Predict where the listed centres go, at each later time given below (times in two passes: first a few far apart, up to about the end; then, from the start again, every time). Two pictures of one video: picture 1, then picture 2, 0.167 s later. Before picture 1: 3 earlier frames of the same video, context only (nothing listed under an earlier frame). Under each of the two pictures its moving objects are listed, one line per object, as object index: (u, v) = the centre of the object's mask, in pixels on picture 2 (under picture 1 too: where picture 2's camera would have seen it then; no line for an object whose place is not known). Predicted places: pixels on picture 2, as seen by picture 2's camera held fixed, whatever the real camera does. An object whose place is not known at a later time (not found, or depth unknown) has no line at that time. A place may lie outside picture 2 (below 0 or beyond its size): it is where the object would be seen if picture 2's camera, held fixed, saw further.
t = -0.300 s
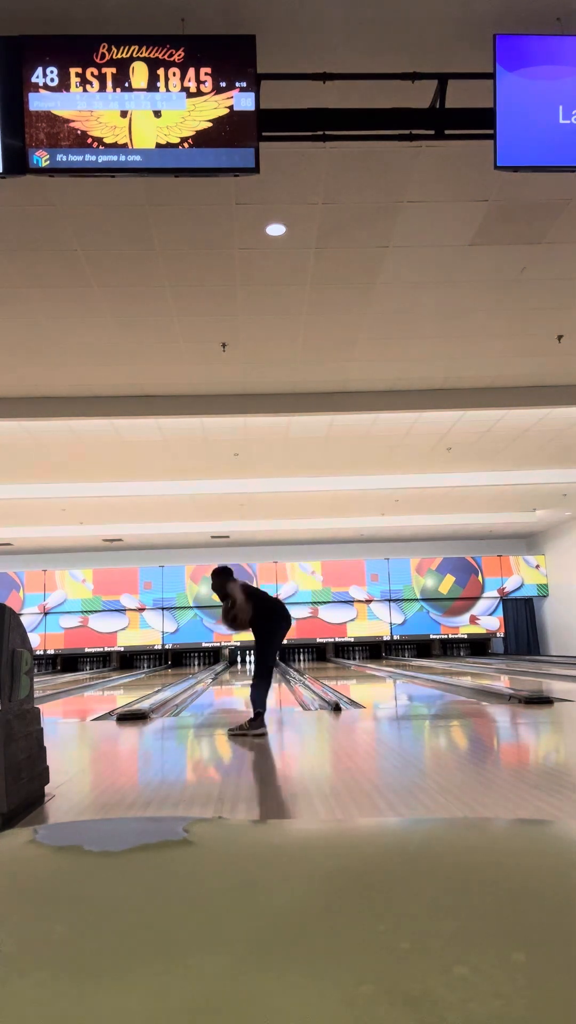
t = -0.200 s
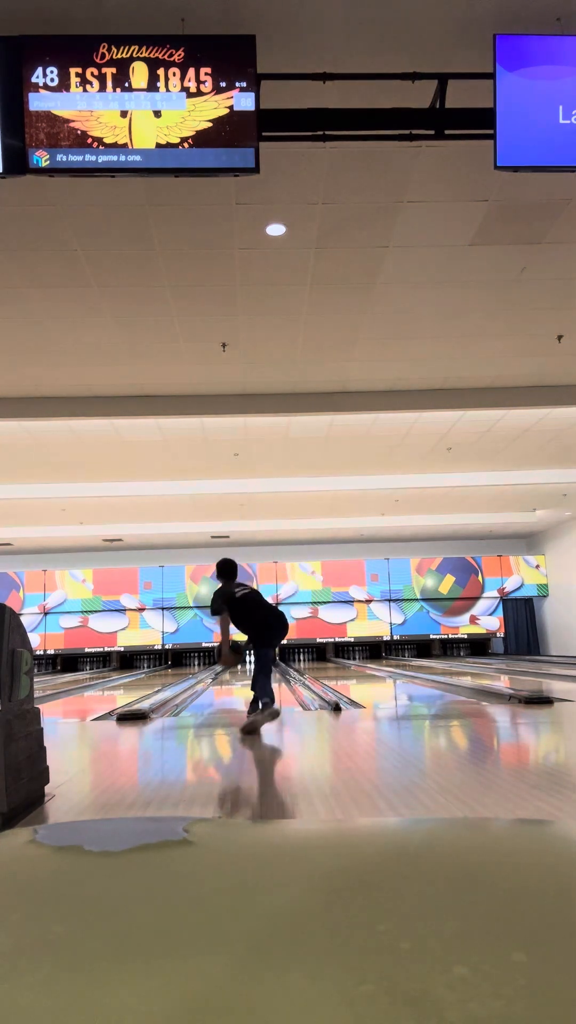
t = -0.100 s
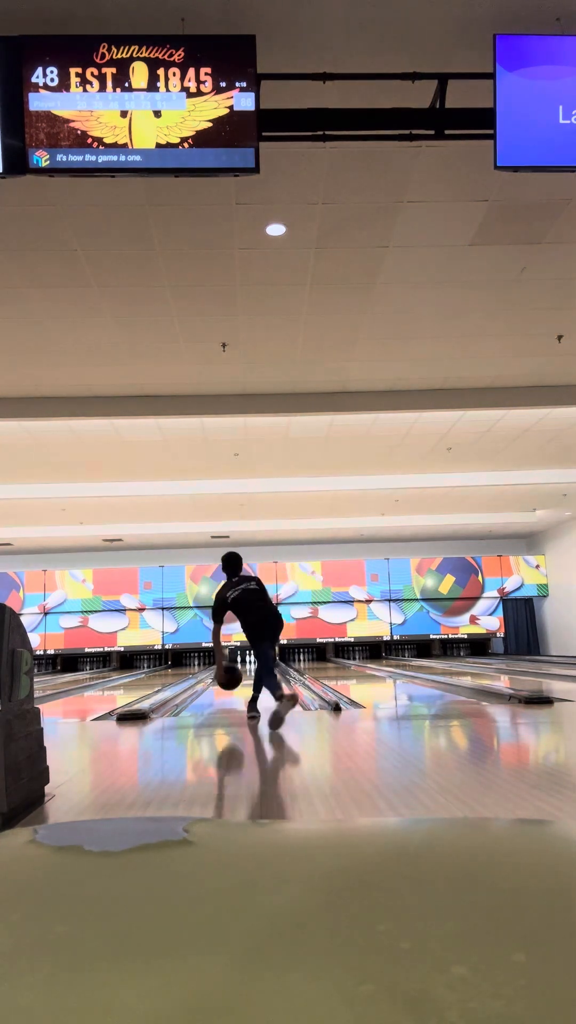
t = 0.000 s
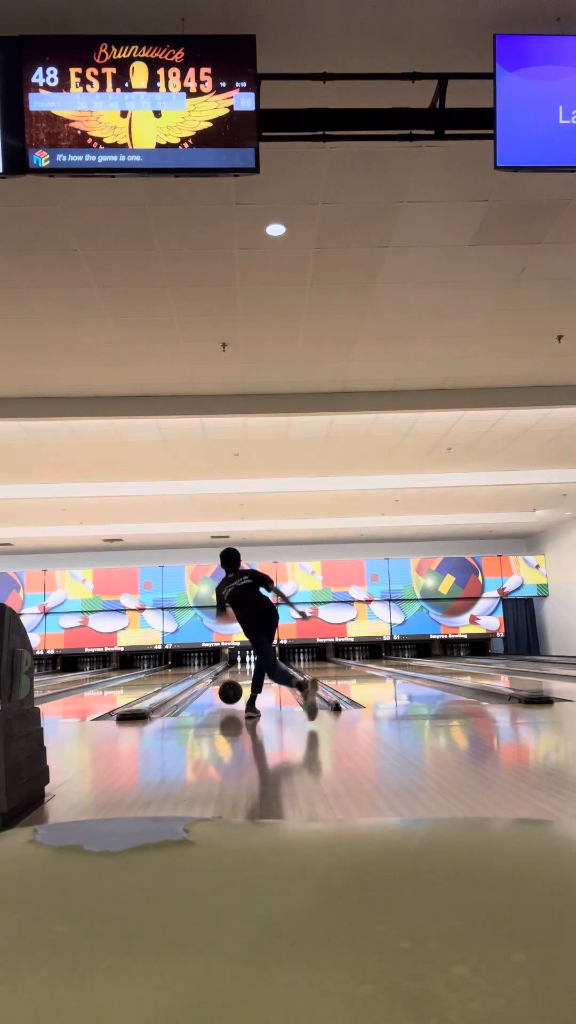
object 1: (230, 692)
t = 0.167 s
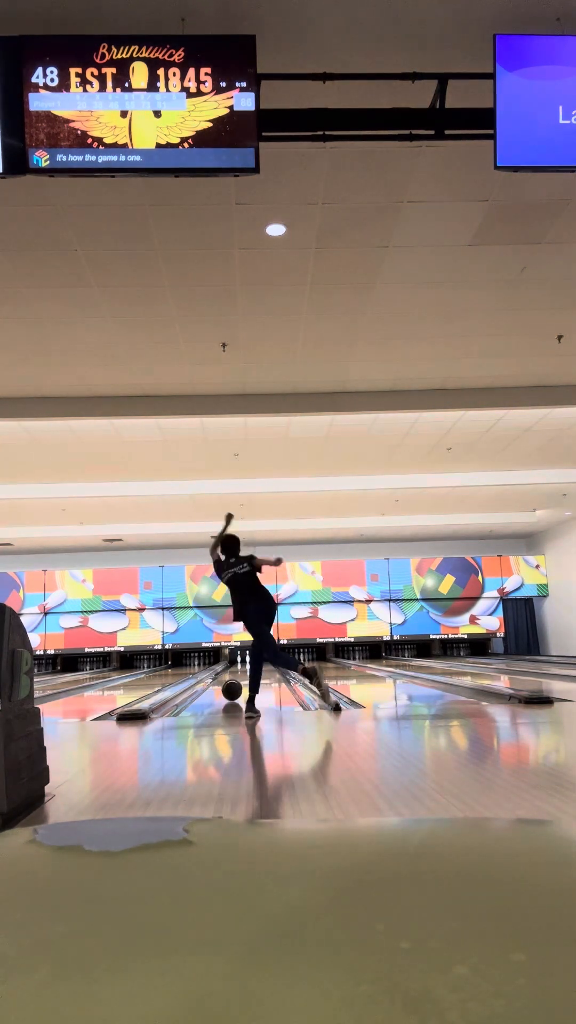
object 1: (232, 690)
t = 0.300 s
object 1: (233, 686)
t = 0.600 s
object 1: (235, 678)
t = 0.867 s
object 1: (237, 674)
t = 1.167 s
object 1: (239, 670)
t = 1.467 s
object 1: (241, 667)
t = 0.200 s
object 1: (232, 689)
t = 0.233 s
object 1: (232, 688)
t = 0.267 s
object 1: (233, 687)
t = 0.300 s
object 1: (233, 686)
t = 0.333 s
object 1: (233, 685)
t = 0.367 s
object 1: (233, 684)
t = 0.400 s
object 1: (234, 683)
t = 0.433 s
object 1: (234, 682)
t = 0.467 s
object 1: (234, 681)
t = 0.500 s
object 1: (234, 680)
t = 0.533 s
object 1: (235, 680)
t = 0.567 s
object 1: (235, 679)
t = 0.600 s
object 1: (235, 678)
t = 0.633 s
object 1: (235, 677)
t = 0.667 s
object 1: (235, 677)
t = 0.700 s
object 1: (236, 676)
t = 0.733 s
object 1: (236, 676)
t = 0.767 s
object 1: (236, 675)
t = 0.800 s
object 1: (236, 675)
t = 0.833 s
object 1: (237, 674)
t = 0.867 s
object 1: (237, 674)
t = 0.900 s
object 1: (237, 673)
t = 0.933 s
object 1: (237, 673)
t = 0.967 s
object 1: (237, 672)
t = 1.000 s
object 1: (238, 672)
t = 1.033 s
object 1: (238, 671)
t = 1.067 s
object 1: (238, 671)
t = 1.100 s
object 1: (239, 670)
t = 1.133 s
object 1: (239, 670)
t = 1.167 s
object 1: (239, 670)
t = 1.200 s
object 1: (239, 669)
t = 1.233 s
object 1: (239, 669)
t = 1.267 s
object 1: (239, 669)
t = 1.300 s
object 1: (239, 669)
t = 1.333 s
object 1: (240, 668)
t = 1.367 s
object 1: (240, 668)
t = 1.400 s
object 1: (240, 667)
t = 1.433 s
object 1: (240, 667)
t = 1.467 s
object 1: (241, 667)
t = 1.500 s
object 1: (241, 666)
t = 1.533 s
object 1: (241, 666)
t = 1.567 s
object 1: (241, 666)
